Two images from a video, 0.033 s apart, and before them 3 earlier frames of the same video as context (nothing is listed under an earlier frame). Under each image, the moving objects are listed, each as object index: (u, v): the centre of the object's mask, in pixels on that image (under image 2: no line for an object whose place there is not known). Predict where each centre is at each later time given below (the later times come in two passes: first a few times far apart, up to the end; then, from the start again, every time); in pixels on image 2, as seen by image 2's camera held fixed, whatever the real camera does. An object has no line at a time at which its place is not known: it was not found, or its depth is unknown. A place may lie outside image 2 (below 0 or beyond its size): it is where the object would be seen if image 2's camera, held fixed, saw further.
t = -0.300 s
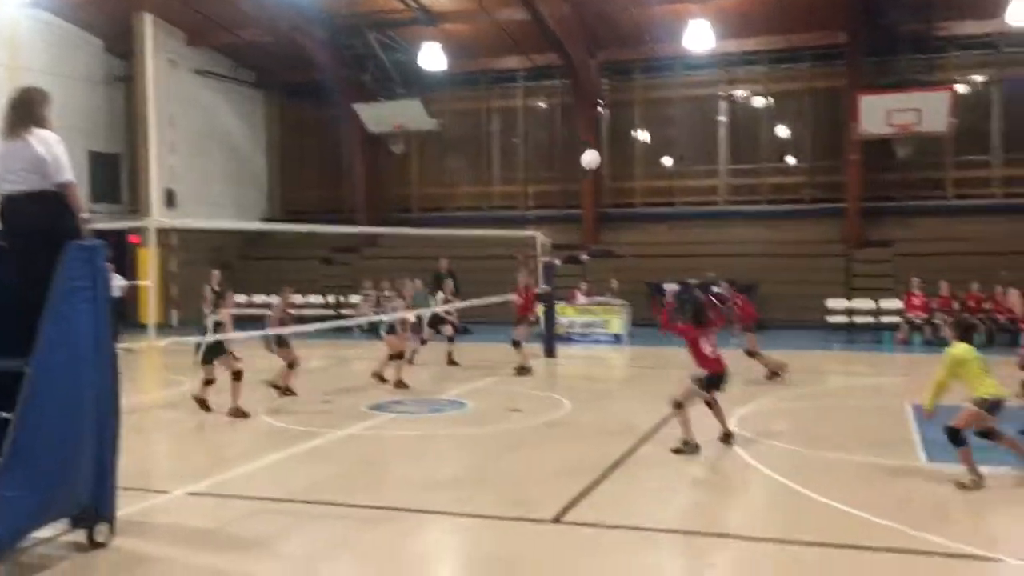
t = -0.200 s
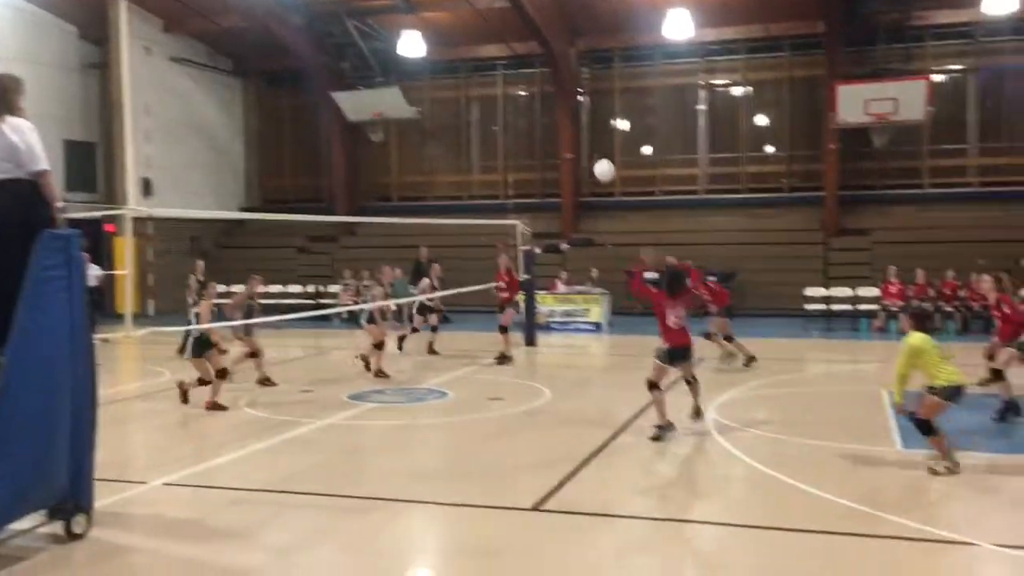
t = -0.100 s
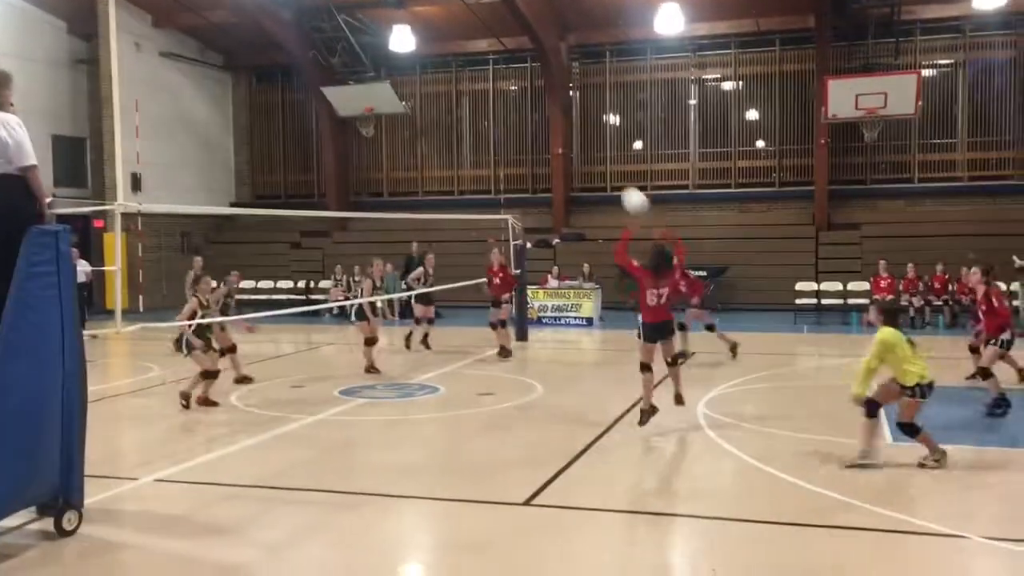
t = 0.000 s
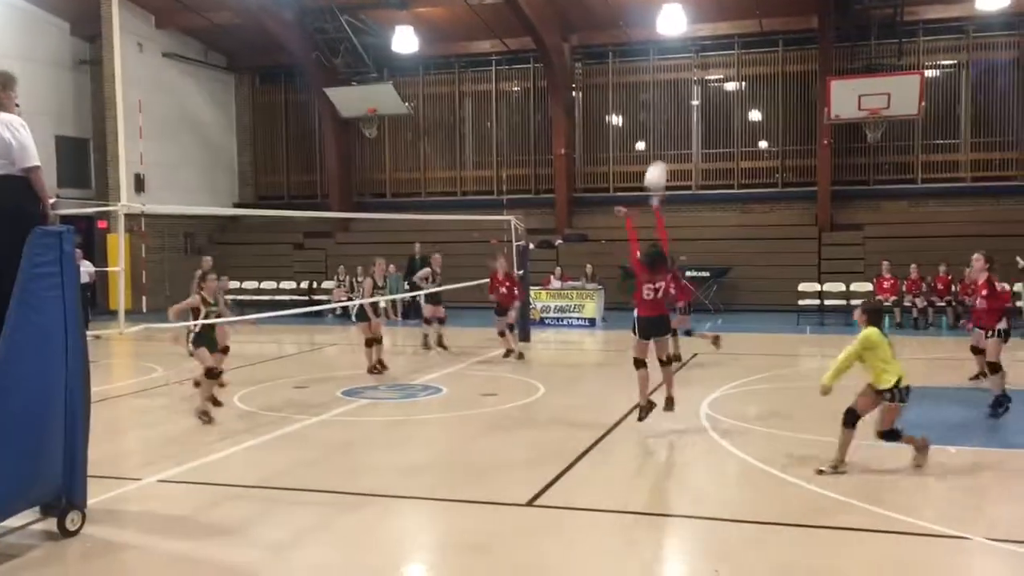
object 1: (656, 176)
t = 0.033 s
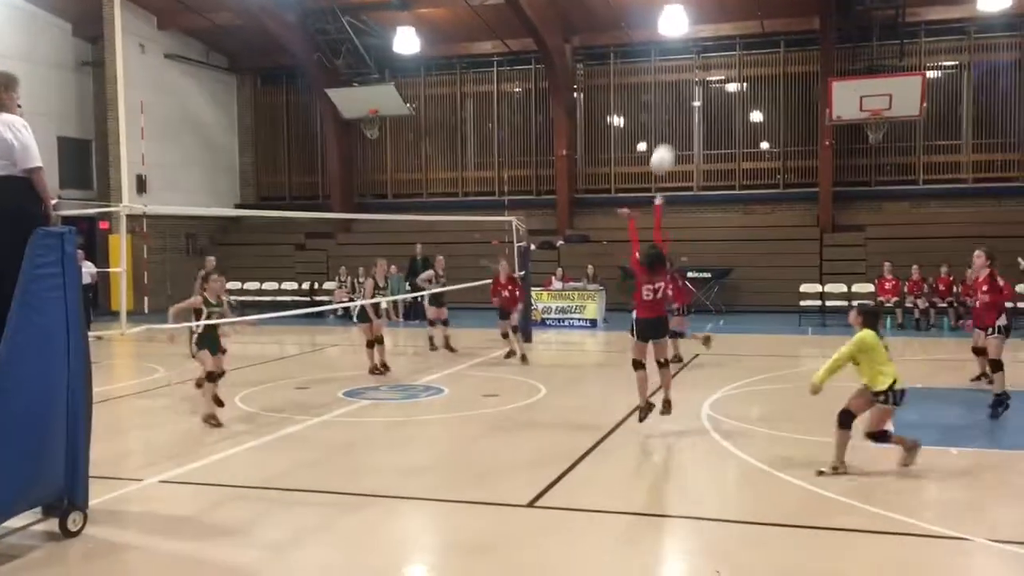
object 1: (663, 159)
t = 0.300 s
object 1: (700, 56)
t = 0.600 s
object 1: (743, 32)
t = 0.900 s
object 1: (782, 99)
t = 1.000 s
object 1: (794, 140)
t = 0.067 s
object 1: (667, 141)
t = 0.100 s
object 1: (672, 125)
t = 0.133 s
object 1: (677, 110)
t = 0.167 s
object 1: (681, 97)
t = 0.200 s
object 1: (686, 85)
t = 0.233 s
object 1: (691, 73)
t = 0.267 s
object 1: (695, 65)
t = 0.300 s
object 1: (700, 56)
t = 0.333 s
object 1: (705, 49)
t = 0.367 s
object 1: (710, 42)
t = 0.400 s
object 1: (715, 37)
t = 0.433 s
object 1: (719, 34)
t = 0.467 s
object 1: (724, 31)
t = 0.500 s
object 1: (728, 29)
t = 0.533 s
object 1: (733, 29)
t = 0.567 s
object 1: (738, 30)
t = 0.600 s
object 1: (743, 32)
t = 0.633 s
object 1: (748, 35)
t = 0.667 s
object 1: (752, 39)
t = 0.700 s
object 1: (757, 45)
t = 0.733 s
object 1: (760, 51)
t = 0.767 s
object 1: (765, 59)
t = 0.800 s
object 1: (770, 67)
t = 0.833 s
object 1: (774, 77)
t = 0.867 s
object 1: (778, 87)
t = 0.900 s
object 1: (782, 99)
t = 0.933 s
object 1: (787, 112)
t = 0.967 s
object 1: (790, 126)
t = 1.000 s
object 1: (794, 140)
